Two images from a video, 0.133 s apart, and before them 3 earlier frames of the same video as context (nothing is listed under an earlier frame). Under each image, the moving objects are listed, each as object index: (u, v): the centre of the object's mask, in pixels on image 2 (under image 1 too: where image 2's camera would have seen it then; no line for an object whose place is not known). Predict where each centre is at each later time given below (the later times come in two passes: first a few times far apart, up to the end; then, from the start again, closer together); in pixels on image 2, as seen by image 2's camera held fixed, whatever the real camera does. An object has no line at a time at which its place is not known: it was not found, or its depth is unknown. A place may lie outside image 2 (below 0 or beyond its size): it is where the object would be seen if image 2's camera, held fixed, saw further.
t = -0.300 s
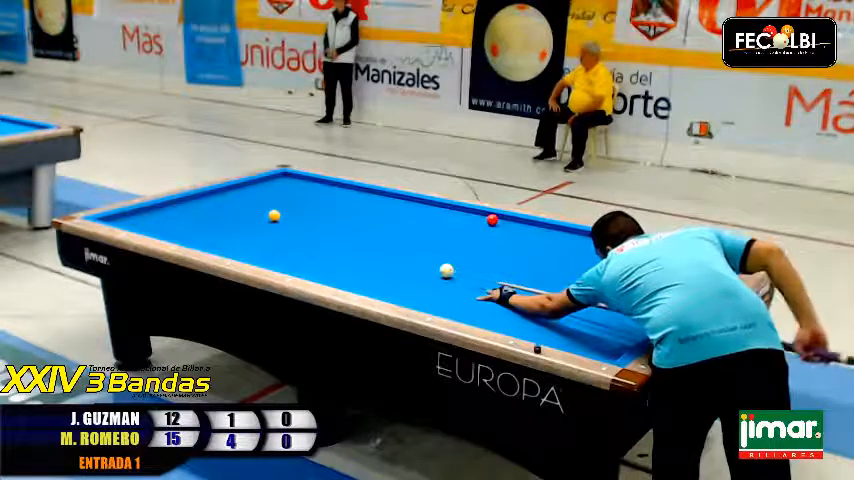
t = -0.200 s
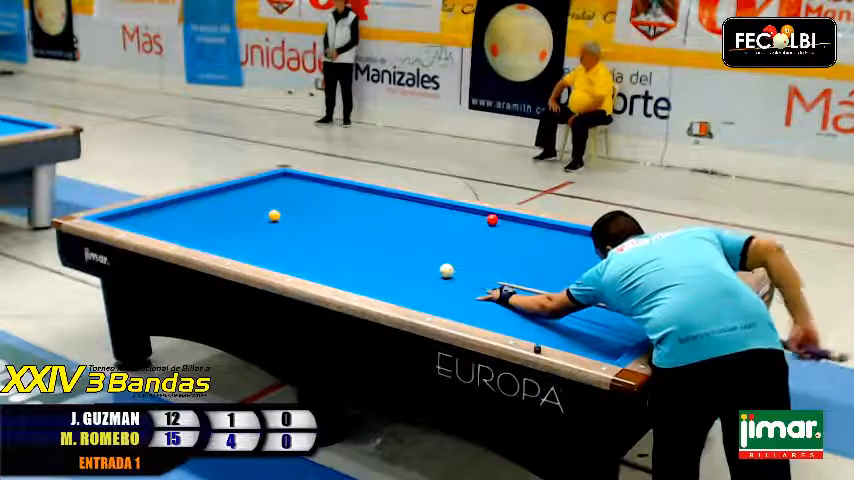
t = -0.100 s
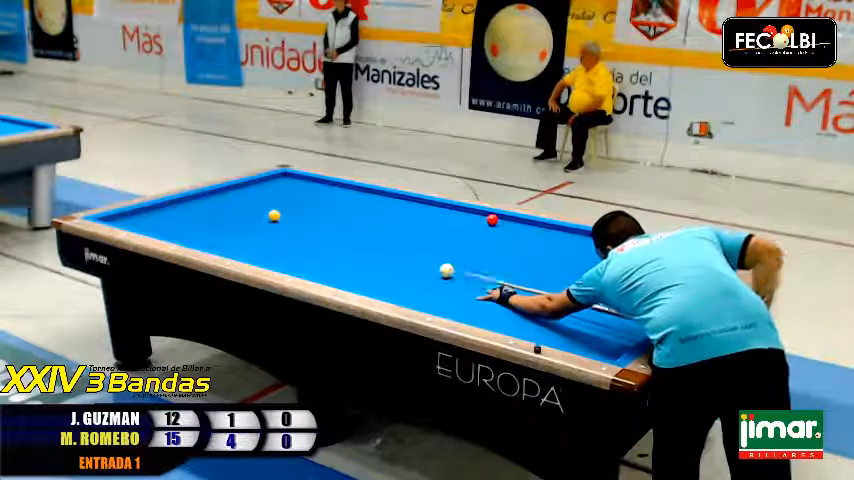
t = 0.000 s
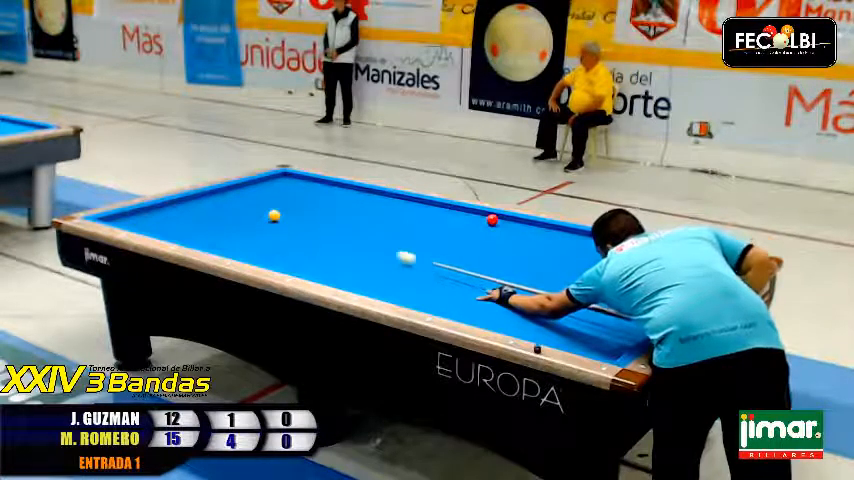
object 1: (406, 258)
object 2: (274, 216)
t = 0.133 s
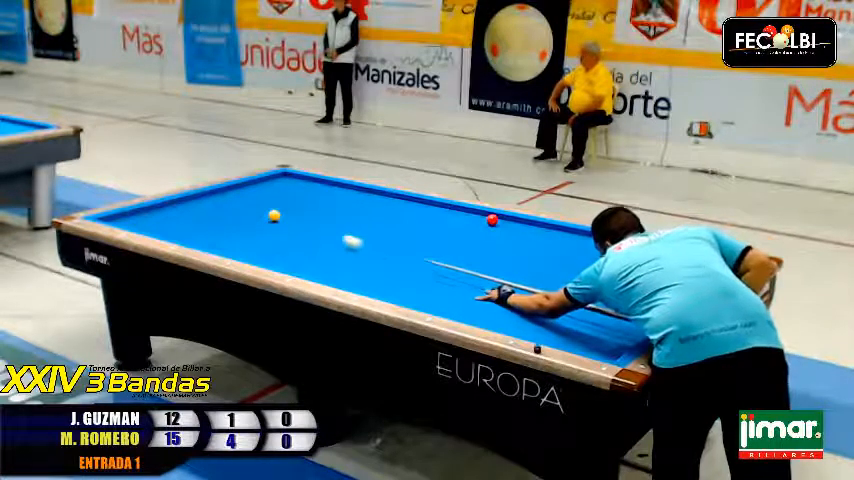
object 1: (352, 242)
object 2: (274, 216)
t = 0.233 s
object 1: (315, 231)
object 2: (274, 216)
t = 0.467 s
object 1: (235, 216)
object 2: (276, 205)
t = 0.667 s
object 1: (168, 212)
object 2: (278, 194)
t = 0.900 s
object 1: (152, 218)
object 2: (280, 183)
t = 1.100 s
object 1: (169, 230)
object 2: (282, 176)
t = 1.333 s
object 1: (193, 240)
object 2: (290, 179)
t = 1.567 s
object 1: (232, 246)
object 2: (291, 182)
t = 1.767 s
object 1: (266, 251)
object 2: (294, 187)
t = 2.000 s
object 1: (307, 256)
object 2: (297, 191)
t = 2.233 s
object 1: (348, 262)
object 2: (300, 197)
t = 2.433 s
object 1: (384, 267)
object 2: (301, 201)
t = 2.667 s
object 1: (426, 272)
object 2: (305, 206)
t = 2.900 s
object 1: (469, 278)
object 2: (307, 211)
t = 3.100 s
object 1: (506, 282)
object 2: (310, 215)
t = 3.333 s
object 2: (312, 221)
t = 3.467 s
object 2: (314, 224)
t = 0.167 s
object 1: (339, 238)
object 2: (274, 216)
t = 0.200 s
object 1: (328, 235)
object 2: (274, 216)
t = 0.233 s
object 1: (315, 231)
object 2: (274, 216)
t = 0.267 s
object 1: (303, 228)
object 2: (274, 216)
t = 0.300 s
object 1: (292, 224)
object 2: (274, 216)
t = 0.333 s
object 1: (281, 221)
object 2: (273, 214)
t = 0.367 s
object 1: (269, 218)
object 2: (275, 212)
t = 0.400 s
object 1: (257, 218)
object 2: (275, 212)
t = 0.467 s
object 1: (235, 216)
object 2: (276, 205)
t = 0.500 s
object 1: (223, 216)
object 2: (276, 204)
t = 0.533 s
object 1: (212, 216)
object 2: (276, 201)
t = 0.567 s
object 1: (201, 215)
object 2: (277, 200)
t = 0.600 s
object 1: (189, 214)
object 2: (277, 198)
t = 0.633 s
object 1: (179, 213)
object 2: (278, 196)
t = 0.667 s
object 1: (168, 212)
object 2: (278, 194)
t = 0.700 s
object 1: (157, 212)
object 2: (278, 193)
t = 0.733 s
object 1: (146, 210)
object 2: (279, 191)
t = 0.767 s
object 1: (137, 210)
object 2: (279, 190)
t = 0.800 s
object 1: (141, 212)
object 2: (279, 188)
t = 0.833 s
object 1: (145, 214)
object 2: (280, 186)
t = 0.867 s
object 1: (149, 216)
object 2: (280, 185)
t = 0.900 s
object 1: (152, 218)
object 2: (280, 183)
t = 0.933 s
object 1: (155, 220)
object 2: (281, 181)
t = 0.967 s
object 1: (159, 222)
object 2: (281, 180)
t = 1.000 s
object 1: (162, 225)
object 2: (282, 179)
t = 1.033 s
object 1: (164, 227)
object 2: (282, 177)
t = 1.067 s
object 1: (166, 229)
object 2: (282, 177)
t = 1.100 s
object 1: (169, 230)
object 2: (282, 176)
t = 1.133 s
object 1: (171, 232)
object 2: (283, 176)
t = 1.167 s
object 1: (173, 234)
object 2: (287, 176)
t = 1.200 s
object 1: (175, 235)
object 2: (287, 175)
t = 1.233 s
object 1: (177, 237)
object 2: (288, 175)
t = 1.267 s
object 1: (181, 238)
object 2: (290, 178)
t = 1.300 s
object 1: (186, 239)
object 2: (290, 178)
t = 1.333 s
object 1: (193, 240)
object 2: (290, 179)
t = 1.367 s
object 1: (198, 241)
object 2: (290, 179)
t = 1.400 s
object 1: (204, 242)
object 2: (290, 179)
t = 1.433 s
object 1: (209, 242)
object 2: (290, 179)
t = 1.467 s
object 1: (215, 243)
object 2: (290, 180)
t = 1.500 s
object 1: (221, 244)
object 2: (290, 181)
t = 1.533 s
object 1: (226, 245)
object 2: (291, 182)
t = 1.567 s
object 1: (232, 246)
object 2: (291, 182)
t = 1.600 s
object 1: (238, 247)
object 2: (291, 182)
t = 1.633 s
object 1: (243, 248)
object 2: (293, 184)
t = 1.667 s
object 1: (249, 249)
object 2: (293, 184)
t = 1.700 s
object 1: (255, 249)
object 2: (294, 185)
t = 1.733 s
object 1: (260, 250)
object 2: (294, 186)
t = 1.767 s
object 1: (266, 251)
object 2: (294, 187)
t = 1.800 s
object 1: (271, 250)
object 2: (294, 187)
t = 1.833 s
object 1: (277, 251)
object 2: (296, 187)
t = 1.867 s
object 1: (283, 251)
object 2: (295, 187)
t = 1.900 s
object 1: (289, 253)
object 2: (296, 188)
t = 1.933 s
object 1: (296, 254)
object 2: (295, 190)
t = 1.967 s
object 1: (301, 256)
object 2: (296, 191)
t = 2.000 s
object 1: (307, 256)
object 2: (297, 191)
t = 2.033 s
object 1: (312, 257)
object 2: (297, 192)
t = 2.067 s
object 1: (318, 258)
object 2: (297, 192)
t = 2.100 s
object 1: (323, 259)
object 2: (298, 193)
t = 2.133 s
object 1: (330, 260)
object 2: (298, 194)
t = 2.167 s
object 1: (337, 260)
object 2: (298, 195)
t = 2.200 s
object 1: (342, 261)
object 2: (299, 195)
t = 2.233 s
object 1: (348, 262)
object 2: (300, 197)
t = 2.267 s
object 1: (354, 263)
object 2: (300, 197)
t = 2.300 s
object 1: (360, 263)
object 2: (300, 198)
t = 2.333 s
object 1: (366, 264)
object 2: (300, 199)
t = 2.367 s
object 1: (371, 265)
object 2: (301, 199)
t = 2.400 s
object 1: (377, 265)
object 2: (301, 200)
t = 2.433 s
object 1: (384, 267)
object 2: (301, 201)
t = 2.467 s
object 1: (389, 267)
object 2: (302, 201)
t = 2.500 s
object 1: (396, 268)
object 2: (302, 202)
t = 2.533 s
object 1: (402, 269)
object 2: (303, 203)
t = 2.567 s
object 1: (408, 270)
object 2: (303, 204)
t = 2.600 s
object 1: (414, 270)
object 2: (304, 204)
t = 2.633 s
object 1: (420, 271)
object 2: (304, 205)
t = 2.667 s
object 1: (426, 272)
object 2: (305, 206)
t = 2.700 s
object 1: (432, 273)
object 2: (305, 206)
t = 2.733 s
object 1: (439, 274)
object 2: (305, 207)
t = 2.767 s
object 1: (443, 275)
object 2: (306, 208)
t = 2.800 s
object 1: (450, 275)
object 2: (306, 209)
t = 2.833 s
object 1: (457, 276)
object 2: (307, 210)
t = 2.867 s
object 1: (463, 277)
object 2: (307, 210)
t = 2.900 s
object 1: (469, 278)
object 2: (307, 211)
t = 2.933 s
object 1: (476, 279)
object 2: (308, 212)
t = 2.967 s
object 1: (481, 279)
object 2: (308, 212)
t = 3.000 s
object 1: (488, 280)
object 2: (308, 213)
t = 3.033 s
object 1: (494, 281)
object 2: (309, 214)
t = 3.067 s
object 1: (500, 282)
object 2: (309, 215)
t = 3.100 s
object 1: (506, 282)
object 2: (310, 215)
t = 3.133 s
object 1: (512, 284)
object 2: (310, 216)
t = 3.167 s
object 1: (519, 284)
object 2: (311, 217)
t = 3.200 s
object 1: (525, 286)
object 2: (311, 218)
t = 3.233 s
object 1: (532, 286)
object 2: (312, 219)
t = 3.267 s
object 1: (539, 287)
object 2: (312, 219)
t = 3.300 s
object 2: (312, 219)
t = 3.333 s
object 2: (312, 221)
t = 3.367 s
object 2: (312, 222)
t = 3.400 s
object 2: (313, 222)
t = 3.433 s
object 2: (314, 223)
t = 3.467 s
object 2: (314, 224)
